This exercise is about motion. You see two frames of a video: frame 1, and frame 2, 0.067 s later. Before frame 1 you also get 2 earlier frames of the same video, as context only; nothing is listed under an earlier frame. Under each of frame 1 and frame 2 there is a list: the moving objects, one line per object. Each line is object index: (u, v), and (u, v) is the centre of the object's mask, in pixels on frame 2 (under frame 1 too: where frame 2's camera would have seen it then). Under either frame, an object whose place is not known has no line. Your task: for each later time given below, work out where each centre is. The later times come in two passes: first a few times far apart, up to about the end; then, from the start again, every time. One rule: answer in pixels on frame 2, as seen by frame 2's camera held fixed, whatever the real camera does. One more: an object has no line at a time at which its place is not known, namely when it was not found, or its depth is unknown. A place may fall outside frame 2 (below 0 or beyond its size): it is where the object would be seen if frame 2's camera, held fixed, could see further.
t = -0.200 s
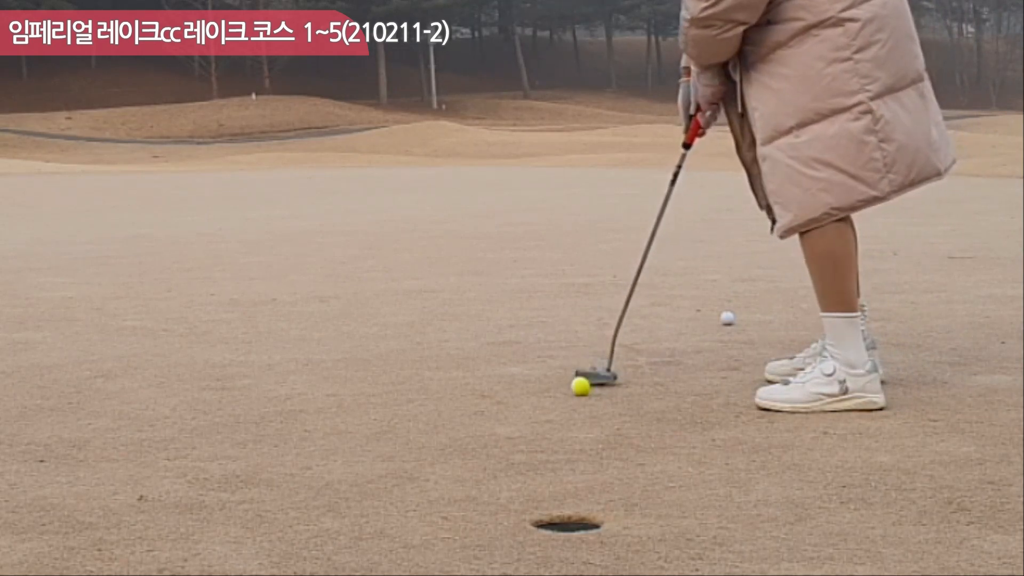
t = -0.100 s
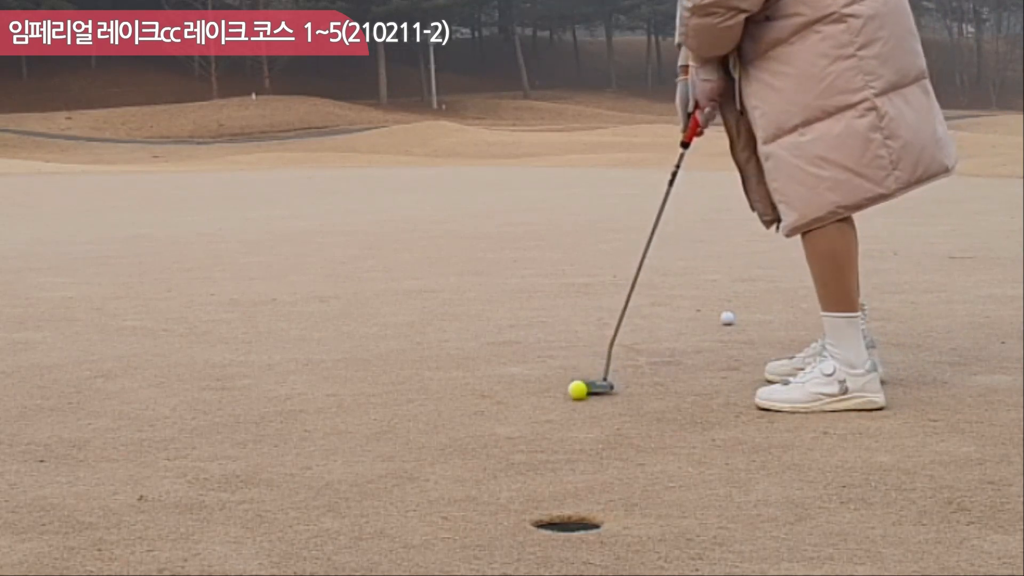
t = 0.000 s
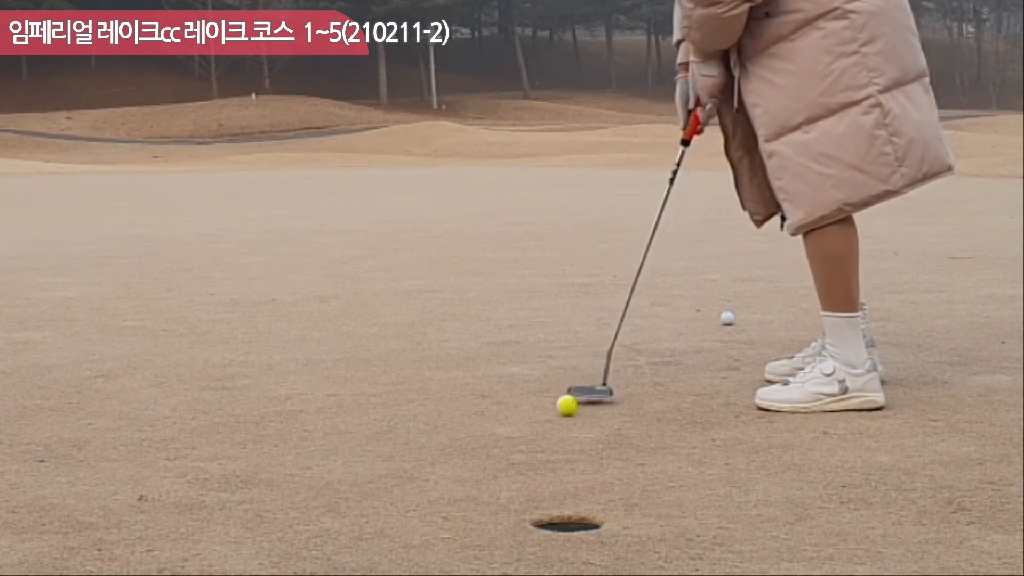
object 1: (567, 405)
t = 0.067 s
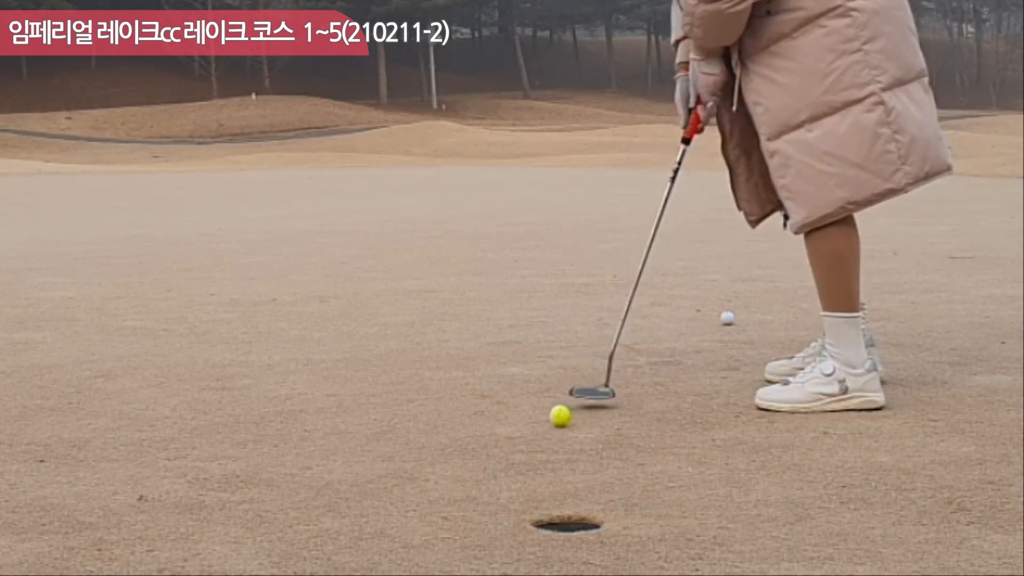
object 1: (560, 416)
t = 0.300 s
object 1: (545, 448)
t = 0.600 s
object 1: (530, 484)
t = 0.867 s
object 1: (521, 512)
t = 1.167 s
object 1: (520, 532)
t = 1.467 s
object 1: (524, 540)
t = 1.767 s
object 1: (524, 540)
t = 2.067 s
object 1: (524, 540)
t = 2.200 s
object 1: (524, 540)
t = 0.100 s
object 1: (558, 422)
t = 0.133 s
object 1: (555, 427)
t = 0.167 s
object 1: (553, 431)
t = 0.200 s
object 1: (551, 436)
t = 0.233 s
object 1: (549, 440)
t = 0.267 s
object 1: (546, 445)
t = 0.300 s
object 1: (545, 448)
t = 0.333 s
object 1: (542, 452)
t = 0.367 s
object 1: (540, 457)
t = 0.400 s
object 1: (538, 461)
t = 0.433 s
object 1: (537, 465)
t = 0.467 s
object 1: (535, 469)
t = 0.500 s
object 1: (534, 473)
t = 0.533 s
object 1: (532, 477)
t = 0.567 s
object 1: (531, 481)
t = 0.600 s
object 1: (530, 484)
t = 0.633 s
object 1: (528, 488)
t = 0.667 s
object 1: (526, 492)
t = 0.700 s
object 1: (525, 495)
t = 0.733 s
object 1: (524, 498)
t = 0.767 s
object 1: (523, 502)
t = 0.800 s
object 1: (522, 505)
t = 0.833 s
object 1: (521, 509)
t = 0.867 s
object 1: (521, 512)
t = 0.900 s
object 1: (520, 514)
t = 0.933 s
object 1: (520, 516)
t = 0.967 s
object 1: (519, 519)
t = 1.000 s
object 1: (519, 522)
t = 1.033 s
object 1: (518, 524)
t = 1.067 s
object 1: (518, 526)
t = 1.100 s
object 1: (518, 529)
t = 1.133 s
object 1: (519, 531)
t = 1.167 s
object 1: (520, 532)
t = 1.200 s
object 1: (521, 535)
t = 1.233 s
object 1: (521, 536)
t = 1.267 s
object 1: (522, 537)
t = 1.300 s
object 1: (522, 538)
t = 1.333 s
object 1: (522, 538)
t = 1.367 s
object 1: (523, 539)
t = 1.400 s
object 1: (523, 540)
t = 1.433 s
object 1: (524, 540)
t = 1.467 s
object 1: (524, 540)
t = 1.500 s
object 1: (524, 540)
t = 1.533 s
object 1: (525, 540)
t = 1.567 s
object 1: (525, 540)
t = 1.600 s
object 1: (525, 540)
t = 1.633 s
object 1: (524, 540)
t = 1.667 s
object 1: (524, 540)
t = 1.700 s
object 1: (524, 540)
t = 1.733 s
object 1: (524, 540)
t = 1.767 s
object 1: (524, 540)
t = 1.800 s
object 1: (524, 540)
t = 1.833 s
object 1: (524, 540)
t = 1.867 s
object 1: (524, 540)
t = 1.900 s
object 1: (524, 540)
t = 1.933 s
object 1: (524, 540)
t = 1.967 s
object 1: (524, 540)
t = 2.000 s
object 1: (524, 540)
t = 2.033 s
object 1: (524, 540)
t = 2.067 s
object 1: (524, 540)
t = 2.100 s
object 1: (524, 540)
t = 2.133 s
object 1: (524, 540)
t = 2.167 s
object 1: (524, 540)
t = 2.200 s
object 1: (524, 540)
